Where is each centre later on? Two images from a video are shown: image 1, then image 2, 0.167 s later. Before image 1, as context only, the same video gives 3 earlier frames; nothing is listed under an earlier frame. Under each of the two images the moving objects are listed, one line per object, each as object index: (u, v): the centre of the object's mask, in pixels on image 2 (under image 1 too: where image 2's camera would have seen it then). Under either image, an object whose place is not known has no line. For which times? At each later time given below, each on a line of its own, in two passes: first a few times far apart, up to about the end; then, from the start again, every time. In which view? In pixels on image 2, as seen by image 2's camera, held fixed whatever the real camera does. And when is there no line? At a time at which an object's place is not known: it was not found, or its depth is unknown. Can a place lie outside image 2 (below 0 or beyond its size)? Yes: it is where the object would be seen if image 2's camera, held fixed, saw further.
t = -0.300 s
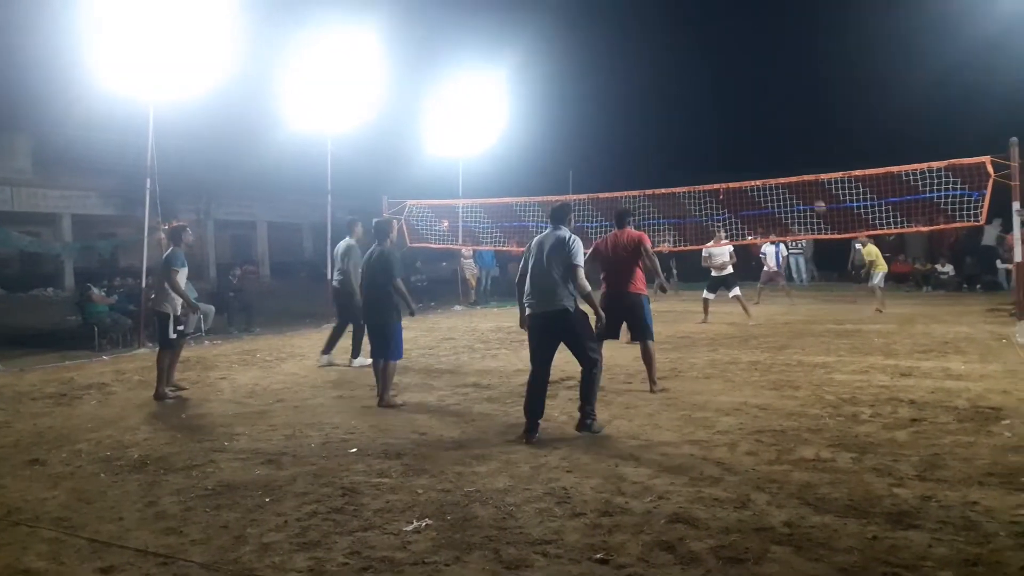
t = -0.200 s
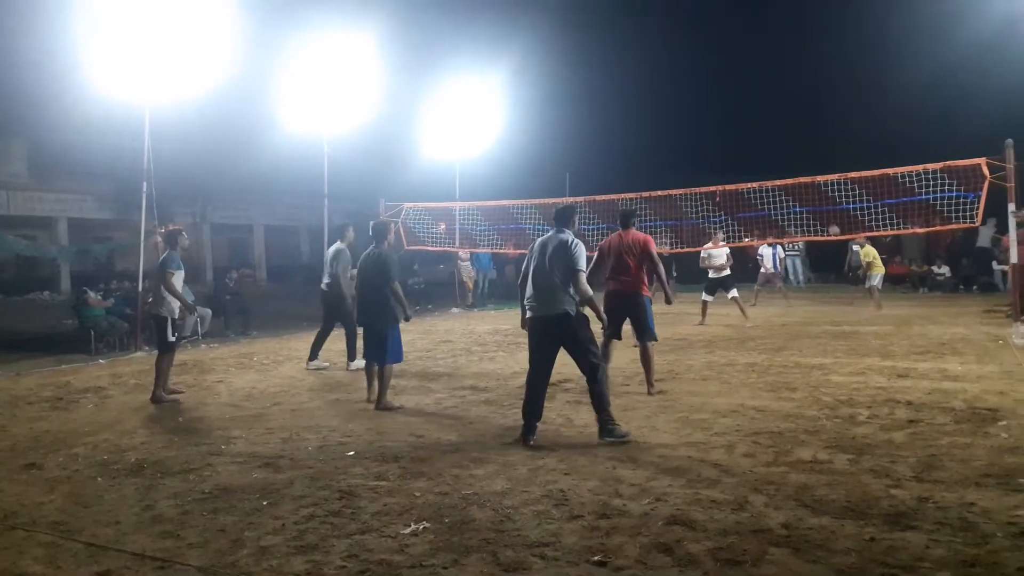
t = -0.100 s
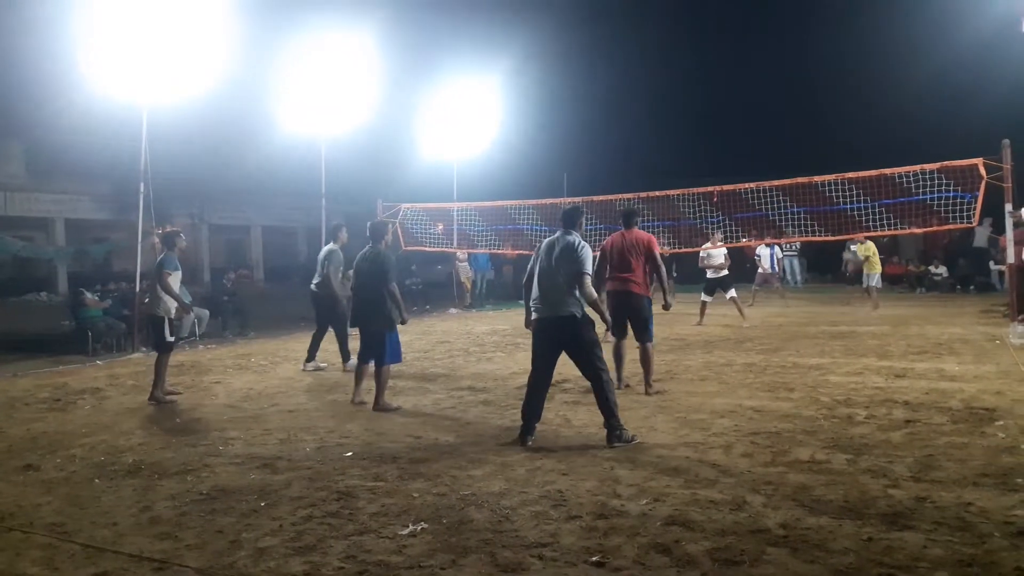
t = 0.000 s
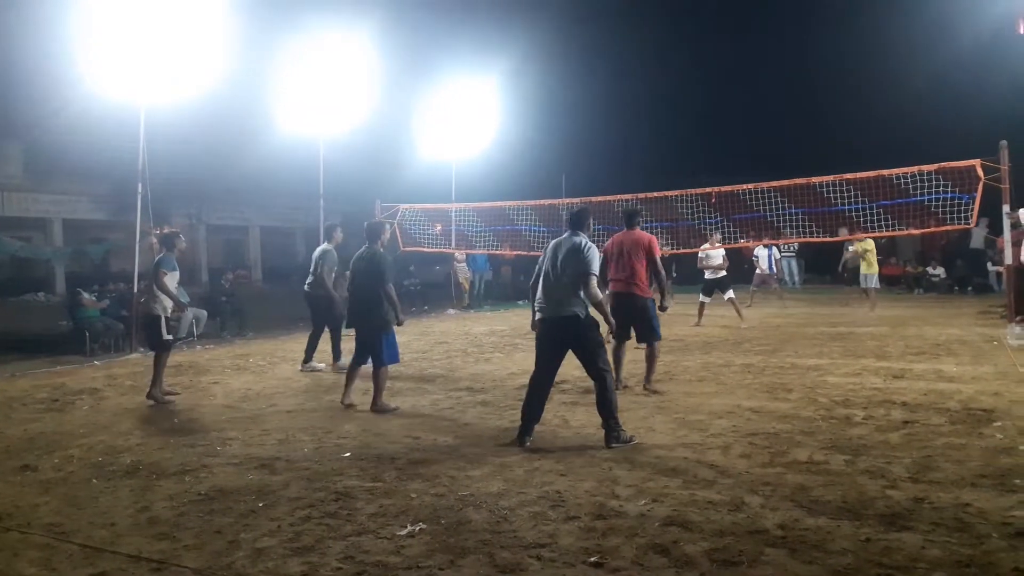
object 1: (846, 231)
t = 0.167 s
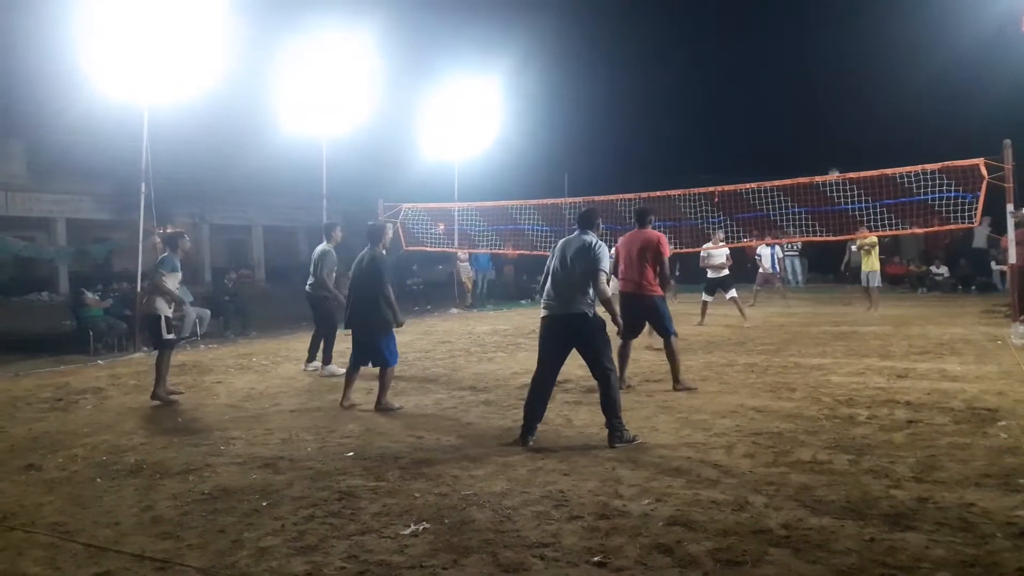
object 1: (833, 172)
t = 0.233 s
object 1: (829, 155)
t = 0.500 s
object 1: (806, 87)
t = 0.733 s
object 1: (781, 52)
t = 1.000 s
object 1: (746, 58)
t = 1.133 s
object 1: (724, 86)
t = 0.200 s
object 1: (832, 166)
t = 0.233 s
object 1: (829, 155)
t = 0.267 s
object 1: (826, 145)
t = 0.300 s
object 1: (823, 136)
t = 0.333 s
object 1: (821, 127)
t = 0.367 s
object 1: (818, 118)
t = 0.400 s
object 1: (815, 109)
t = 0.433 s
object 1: (812, 102)
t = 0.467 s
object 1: (809, 94)
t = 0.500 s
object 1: (806, 87)
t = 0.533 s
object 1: (802, 80)
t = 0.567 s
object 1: (799, 74)
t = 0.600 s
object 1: (796, 68)
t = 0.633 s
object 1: (792, 63)
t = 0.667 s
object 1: (789, 59)
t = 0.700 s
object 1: (785, 55)
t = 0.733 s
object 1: (781, 52)
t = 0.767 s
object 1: (778, 50)
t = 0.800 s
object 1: (774, 48)
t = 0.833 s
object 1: (770, 47)
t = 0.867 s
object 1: (766, 46)
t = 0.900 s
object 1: (761, 48)
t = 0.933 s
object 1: (756, 50)
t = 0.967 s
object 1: (751, 53)
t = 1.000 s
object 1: (746, 58)
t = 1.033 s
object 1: (741, 63)
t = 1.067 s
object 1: (735, 70)
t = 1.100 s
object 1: (729, 78)
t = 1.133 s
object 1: (724, 86)
